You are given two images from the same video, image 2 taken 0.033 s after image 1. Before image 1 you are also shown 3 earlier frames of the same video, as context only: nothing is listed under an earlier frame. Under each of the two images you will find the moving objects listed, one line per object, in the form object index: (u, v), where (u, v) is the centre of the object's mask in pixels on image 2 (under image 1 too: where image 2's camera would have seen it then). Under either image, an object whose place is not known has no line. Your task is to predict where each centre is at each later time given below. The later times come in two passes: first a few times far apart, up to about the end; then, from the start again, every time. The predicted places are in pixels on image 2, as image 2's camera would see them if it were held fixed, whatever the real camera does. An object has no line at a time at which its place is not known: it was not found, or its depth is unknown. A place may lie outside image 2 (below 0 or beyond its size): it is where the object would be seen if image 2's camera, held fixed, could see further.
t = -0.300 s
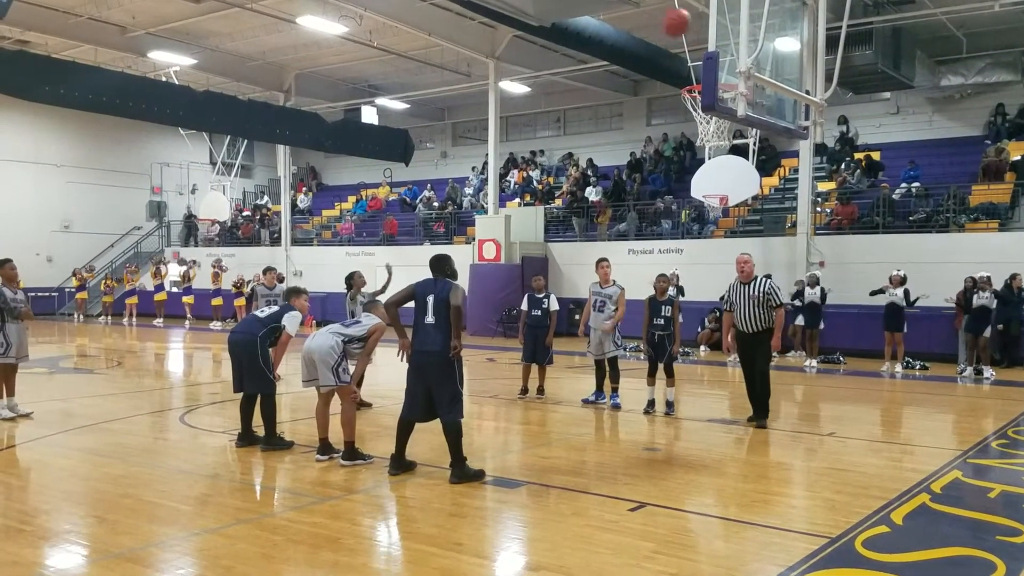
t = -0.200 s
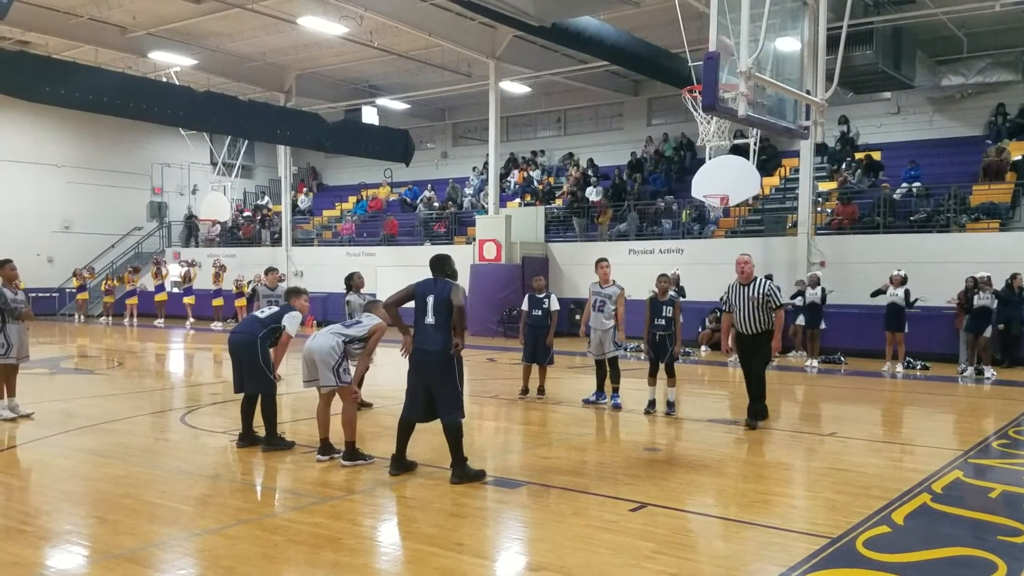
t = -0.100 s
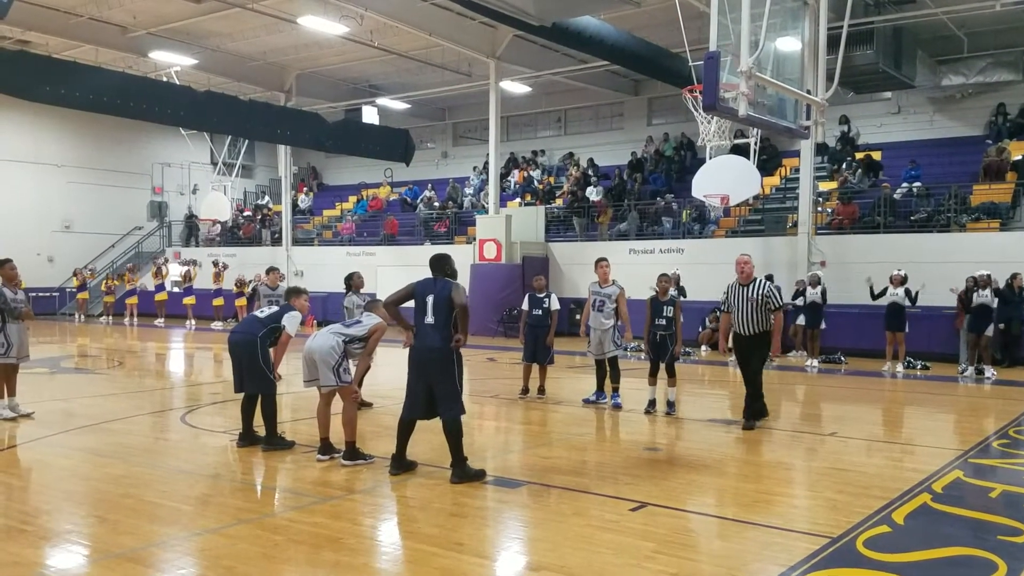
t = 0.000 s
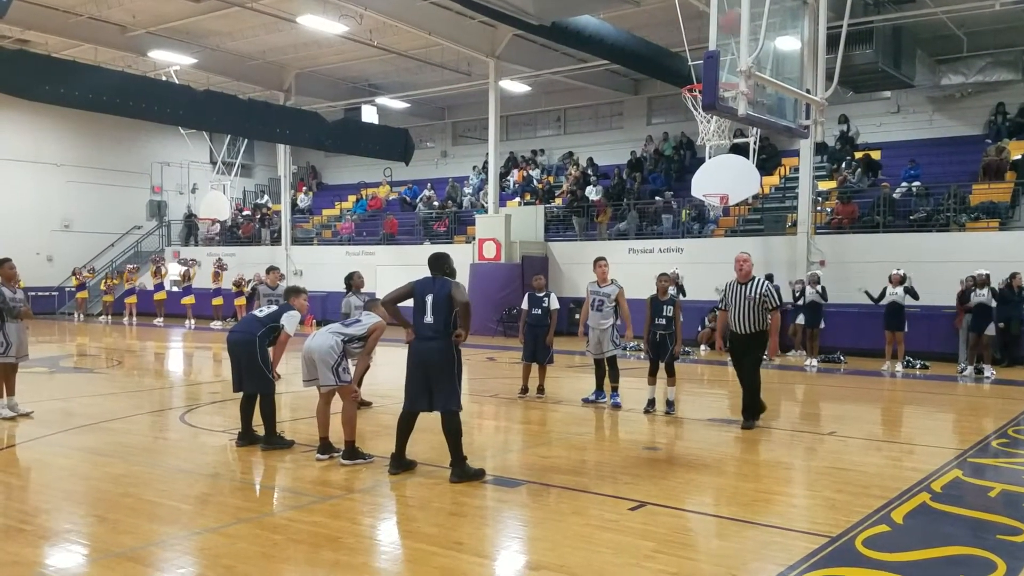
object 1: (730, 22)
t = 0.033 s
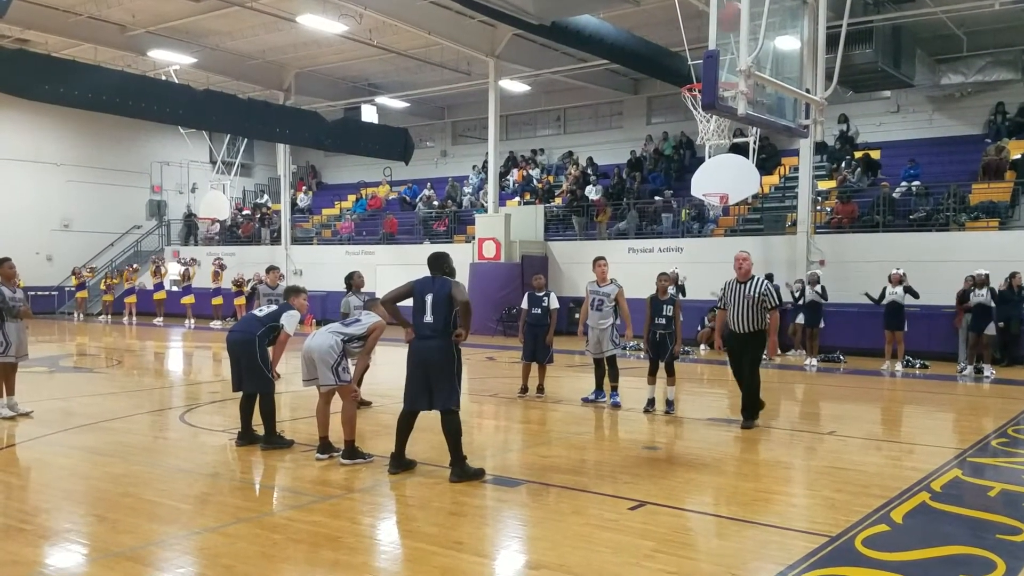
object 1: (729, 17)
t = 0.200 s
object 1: (717, 10)
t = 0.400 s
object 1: (693, 43)
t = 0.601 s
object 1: (687, 65)
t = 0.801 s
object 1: (693, 71)
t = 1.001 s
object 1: (708, 126)
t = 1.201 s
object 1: (720, 204)
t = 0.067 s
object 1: (728, 13)
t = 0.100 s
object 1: (727, 12)
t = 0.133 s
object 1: (726, 11)
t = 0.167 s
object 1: (718, 9)
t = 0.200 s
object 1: (717, 10)
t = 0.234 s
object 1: (708, 11)
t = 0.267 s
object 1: (701, 15)
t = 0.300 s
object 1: (699, 20)
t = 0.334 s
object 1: (697, 26)
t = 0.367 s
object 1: (695, 34)
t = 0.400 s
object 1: (693, 43)
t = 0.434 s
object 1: (688, 54)
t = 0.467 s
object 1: (684, 66)
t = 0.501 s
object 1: (682, 76)
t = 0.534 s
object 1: (683, 72)
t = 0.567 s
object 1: (685, 69)
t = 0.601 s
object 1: (687, 65)
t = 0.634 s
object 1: (689, 63)
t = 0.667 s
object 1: (690, 62)
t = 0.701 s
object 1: (691, 63)
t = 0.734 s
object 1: (692, 65)
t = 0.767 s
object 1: (693, 68)
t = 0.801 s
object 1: (693, 71)
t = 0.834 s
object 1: (695, 75)
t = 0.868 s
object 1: (696, 80)
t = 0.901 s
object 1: (698, 96)
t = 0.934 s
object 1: (697, 105)
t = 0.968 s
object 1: (704, 119)
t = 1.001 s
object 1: (708, 126)
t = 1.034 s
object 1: (710, 138)
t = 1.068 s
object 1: (713, 145)
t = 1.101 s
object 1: (715, 158)
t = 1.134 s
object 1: (717, 173)
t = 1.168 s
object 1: (718, 188)
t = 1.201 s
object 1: (720, 204)
